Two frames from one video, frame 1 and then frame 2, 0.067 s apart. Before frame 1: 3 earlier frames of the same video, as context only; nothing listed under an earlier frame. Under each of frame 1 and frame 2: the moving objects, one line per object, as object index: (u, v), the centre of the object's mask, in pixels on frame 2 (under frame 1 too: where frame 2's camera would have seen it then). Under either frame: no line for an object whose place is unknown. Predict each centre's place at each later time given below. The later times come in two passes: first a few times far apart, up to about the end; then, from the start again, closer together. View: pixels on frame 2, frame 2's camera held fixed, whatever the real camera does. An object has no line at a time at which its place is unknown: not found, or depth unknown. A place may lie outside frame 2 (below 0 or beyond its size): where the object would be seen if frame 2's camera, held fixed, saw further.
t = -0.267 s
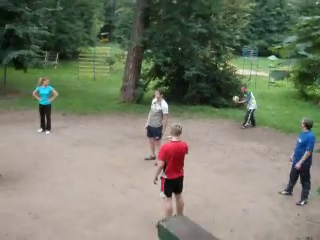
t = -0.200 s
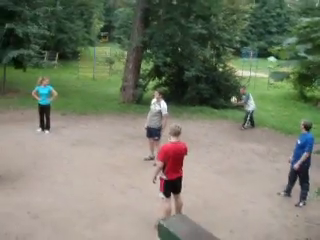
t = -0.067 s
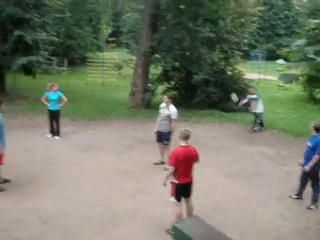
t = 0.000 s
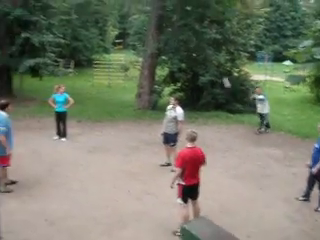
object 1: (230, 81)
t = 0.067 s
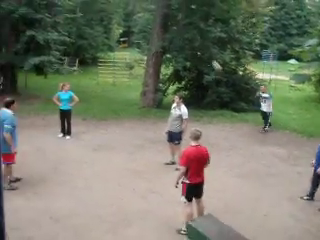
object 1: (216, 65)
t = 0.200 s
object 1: (185, 37)
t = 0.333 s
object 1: (153, 14)
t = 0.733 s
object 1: (52, -17)
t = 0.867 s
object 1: (20, -15)
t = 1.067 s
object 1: (-24, -1)
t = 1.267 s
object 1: (-63, 23)
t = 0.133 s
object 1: (201, 51)
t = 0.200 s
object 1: (185, 37)
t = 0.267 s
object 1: (169, 25)
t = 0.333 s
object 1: (153, 14)
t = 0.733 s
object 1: (52, -17)
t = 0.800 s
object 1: (36, -17)
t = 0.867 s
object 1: (20, -15)
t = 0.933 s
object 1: (5, -12)
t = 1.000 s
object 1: (-10, -8)
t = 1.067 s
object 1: (-24, -1)
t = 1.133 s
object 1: (-38, 6)
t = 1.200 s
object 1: (-51, 15)
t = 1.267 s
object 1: (-63, 23)
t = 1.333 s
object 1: (-76, 35)
